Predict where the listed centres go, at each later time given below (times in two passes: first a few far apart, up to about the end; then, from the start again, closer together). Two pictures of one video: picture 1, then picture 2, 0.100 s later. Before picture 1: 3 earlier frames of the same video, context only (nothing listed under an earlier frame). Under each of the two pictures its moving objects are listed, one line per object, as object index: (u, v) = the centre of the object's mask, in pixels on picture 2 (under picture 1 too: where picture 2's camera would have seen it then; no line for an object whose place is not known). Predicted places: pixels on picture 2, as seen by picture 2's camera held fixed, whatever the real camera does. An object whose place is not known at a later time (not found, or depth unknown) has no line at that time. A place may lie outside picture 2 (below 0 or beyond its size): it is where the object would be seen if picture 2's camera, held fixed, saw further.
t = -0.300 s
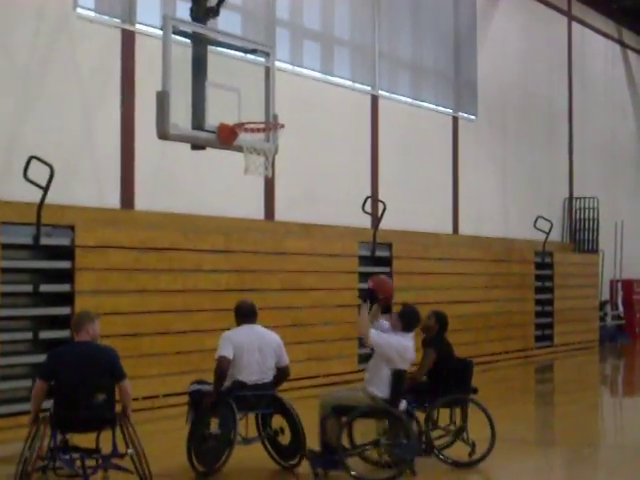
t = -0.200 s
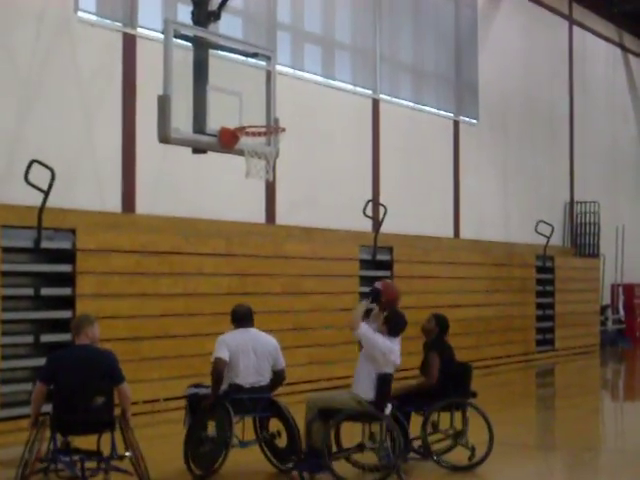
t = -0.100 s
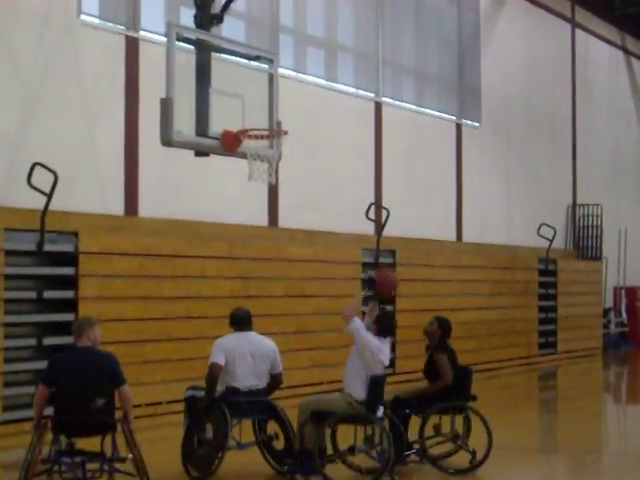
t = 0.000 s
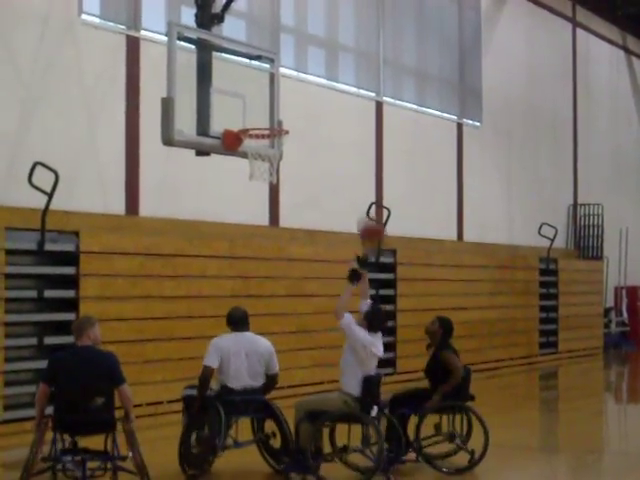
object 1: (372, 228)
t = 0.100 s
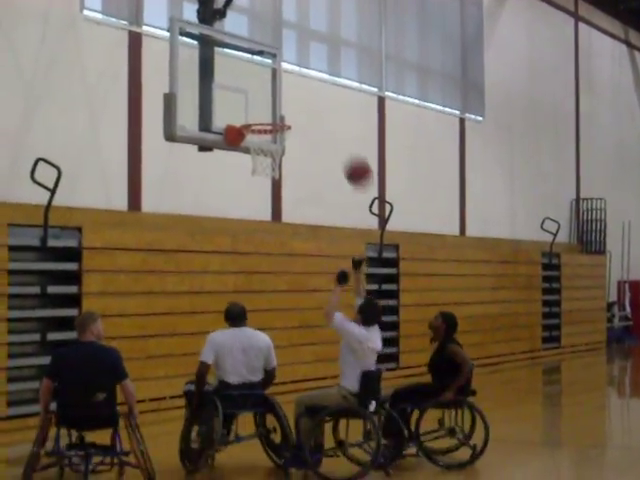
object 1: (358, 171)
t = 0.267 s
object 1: (331, 112)
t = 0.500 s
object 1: (299, 86)
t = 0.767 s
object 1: (268, 113)
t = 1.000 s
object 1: (272, 110)
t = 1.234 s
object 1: (297, 151)
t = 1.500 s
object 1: (322, 263)
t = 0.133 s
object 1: (353, 157)
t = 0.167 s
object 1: (347, 142)
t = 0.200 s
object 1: (342, 130)
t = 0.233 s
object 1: (336, 121)
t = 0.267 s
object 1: (331, 112)
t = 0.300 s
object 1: (327, 105)
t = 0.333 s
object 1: (322, 99)
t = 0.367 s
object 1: (317, 94)
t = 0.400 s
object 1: (312, 90)
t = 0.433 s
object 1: (308, 88)
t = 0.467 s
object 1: (303, 86)
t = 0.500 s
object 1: (299, 86)
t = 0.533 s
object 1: (294, 87)
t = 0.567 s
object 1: (290, 89)
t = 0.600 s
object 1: (285, 93)
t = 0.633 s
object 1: (281, 97)
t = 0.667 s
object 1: (277, 103)
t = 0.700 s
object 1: (273, 110)
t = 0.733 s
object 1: (269, 115)
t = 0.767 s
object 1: (268, 113)
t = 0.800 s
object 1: (267, 111)
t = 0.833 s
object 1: (266, 109)
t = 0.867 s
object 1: (265, 108)
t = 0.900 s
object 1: (265, 108)
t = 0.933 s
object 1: (265, 109)
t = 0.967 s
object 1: (269, 109)
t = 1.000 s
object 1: (272, 110)
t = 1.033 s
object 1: (276, 112)
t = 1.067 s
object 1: (280, 115)
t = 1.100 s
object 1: (283, 120)
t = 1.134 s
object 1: (289, 125)
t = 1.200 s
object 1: (294, 142)
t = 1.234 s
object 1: (297, 151)
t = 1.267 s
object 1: (299, 161)
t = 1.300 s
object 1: (302, 172)
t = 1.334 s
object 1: (306, 185)
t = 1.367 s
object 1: (309, 198)
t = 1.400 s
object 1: (312, 212)
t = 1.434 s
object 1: (315, 229)
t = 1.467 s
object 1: (319, 245)
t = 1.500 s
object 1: (322, 263)
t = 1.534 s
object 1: (326, 282)
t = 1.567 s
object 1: (328, 302)
